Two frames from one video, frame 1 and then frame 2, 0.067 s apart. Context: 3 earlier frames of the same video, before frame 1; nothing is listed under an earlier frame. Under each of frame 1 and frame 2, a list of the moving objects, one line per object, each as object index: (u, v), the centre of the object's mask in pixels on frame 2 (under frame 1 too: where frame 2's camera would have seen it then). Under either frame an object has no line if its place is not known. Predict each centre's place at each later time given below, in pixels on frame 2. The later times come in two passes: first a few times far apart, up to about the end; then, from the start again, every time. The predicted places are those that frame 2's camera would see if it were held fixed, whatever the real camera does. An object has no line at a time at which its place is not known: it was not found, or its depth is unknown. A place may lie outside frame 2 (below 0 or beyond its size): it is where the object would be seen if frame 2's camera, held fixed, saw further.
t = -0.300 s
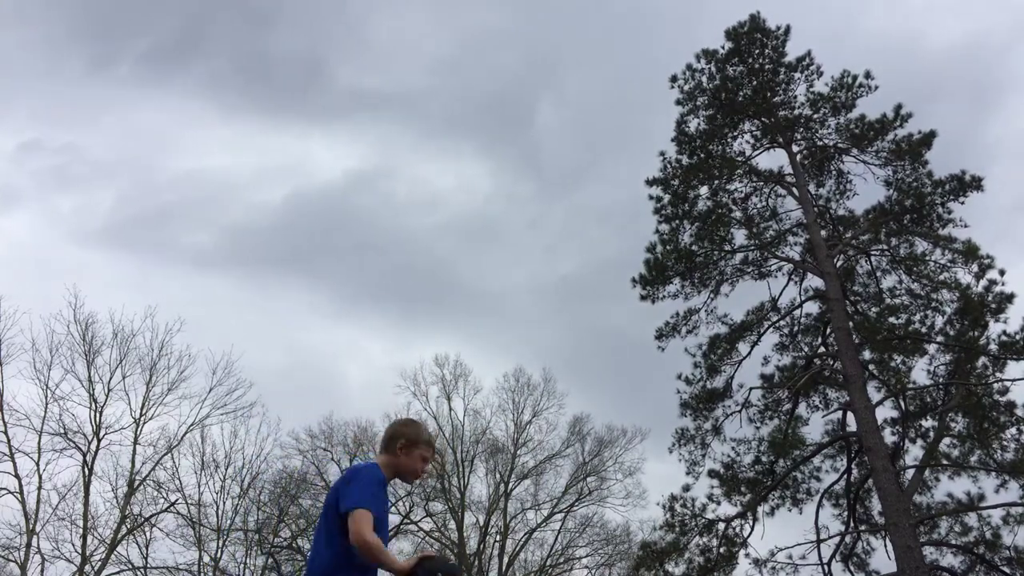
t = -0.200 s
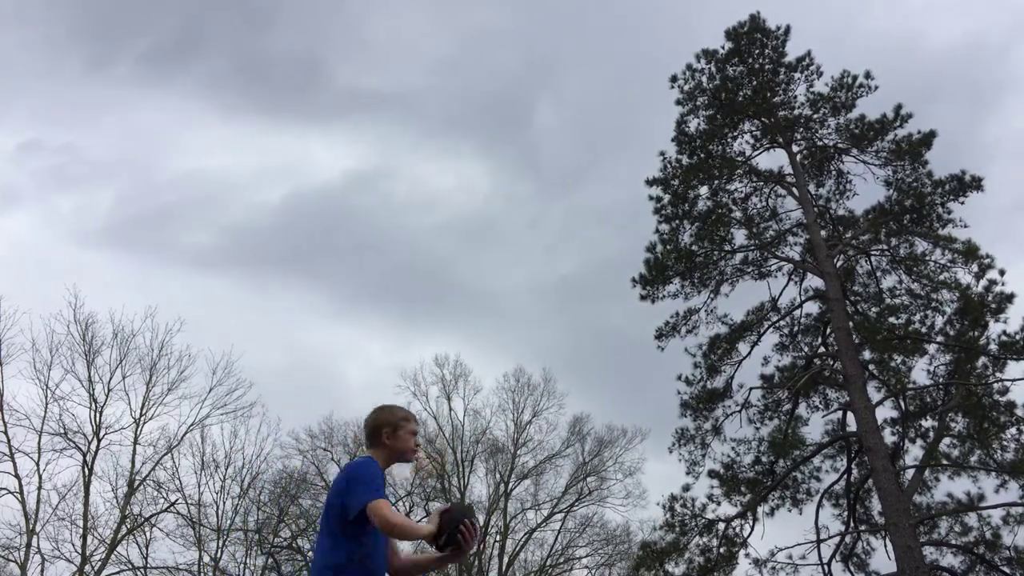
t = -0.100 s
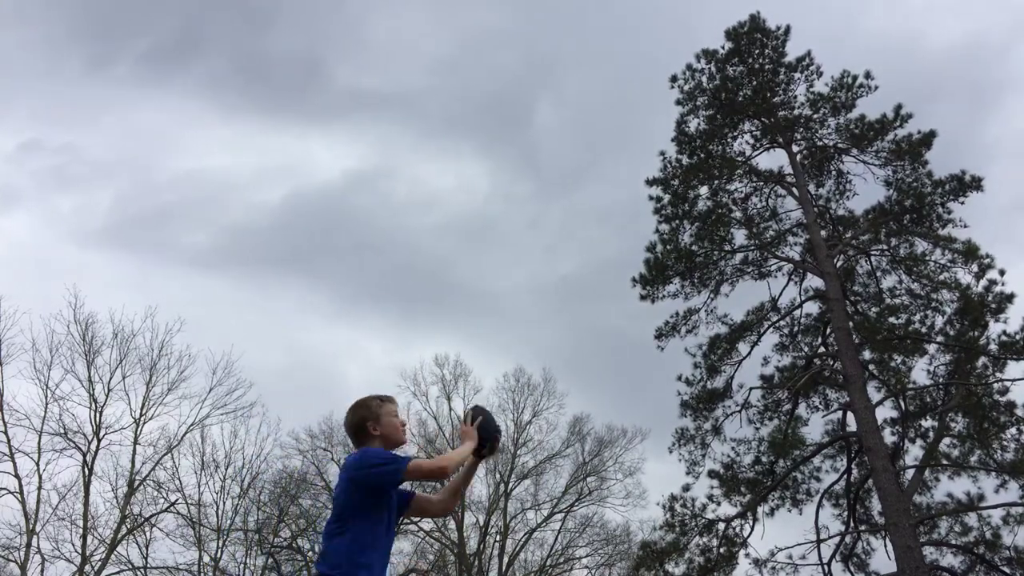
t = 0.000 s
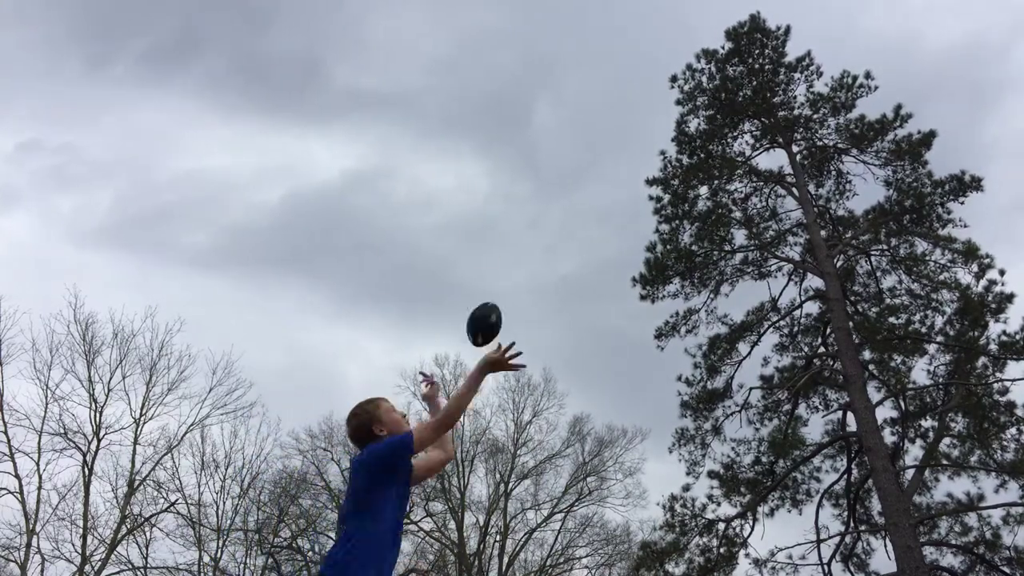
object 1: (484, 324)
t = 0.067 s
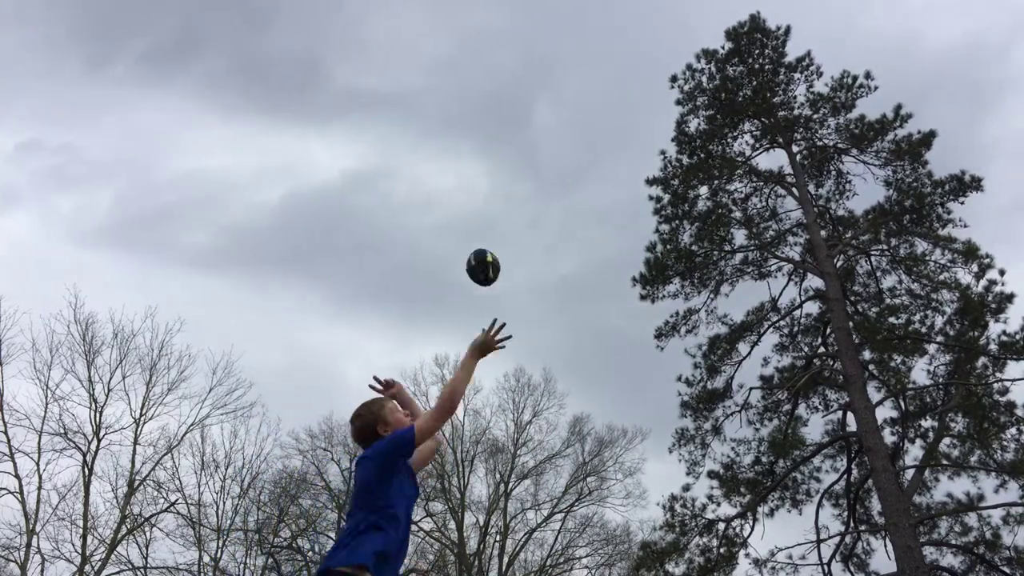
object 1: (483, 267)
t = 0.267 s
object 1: (477, 151)
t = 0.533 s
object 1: (468, 99)
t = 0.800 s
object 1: (456, 146)
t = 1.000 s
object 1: (441, 275)
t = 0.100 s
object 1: (481, 242)
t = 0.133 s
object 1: (481, 220)
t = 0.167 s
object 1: (481, 200)
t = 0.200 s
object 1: (479, 182)
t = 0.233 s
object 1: (477, 166)
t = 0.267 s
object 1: (477, 151)
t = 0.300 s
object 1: (477, 140)
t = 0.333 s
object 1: (475, 129)
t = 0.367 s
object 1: (474, 120)
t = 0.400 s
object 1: (473, 112)
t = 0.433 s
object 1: (472, 107)
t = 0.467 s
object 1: (470, 103)
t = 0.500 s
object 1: (470, 100)
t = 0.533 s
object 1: (468, 99)
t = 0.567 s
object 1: (467, 99)
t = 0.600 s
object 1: (466, 100)
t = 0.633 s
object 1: (465, 104)
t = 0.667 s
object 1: (463, 109)
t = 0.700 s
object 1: (461, 115)
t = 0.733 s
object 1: (460, 124)
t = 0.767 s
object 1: (458, 134)
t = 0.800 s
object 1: (456, 146)
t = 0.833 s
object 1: (454, 160)
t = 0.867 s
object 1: (453, 178)
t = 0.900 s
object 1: (450, 197)
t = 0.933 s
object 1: (447, 219)
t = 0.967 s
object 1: (444, 245)
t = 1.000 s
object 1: (441, 275)
